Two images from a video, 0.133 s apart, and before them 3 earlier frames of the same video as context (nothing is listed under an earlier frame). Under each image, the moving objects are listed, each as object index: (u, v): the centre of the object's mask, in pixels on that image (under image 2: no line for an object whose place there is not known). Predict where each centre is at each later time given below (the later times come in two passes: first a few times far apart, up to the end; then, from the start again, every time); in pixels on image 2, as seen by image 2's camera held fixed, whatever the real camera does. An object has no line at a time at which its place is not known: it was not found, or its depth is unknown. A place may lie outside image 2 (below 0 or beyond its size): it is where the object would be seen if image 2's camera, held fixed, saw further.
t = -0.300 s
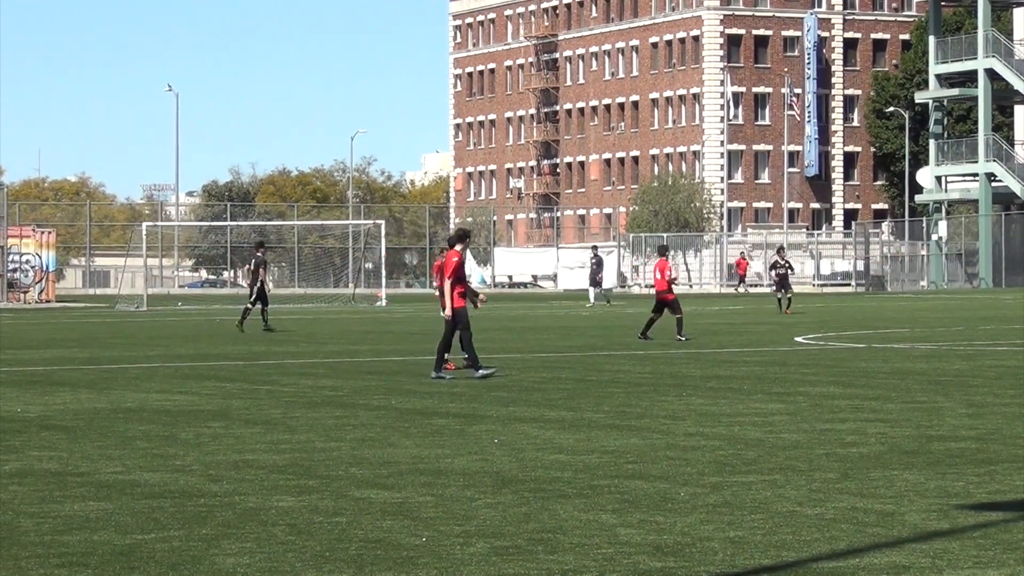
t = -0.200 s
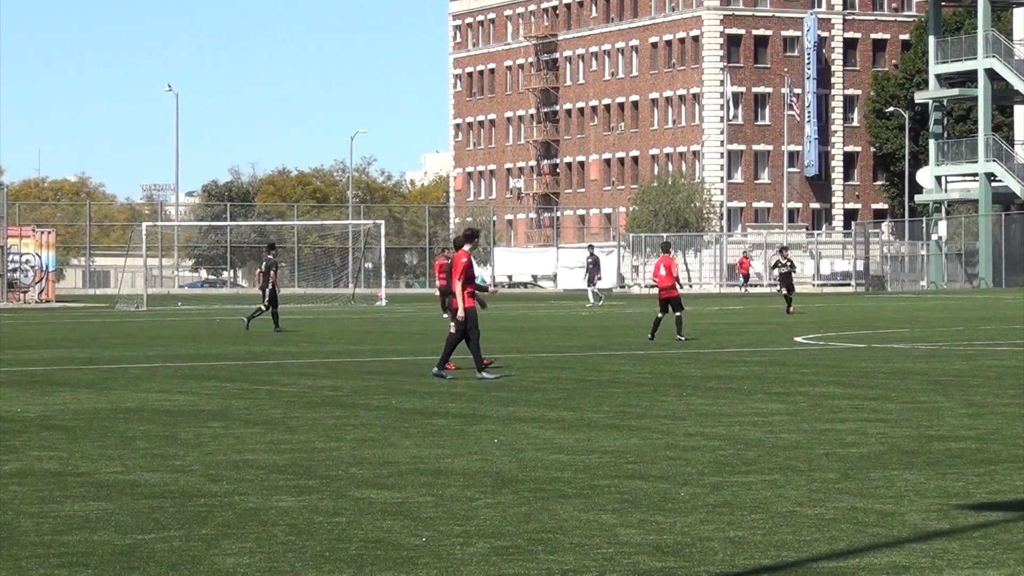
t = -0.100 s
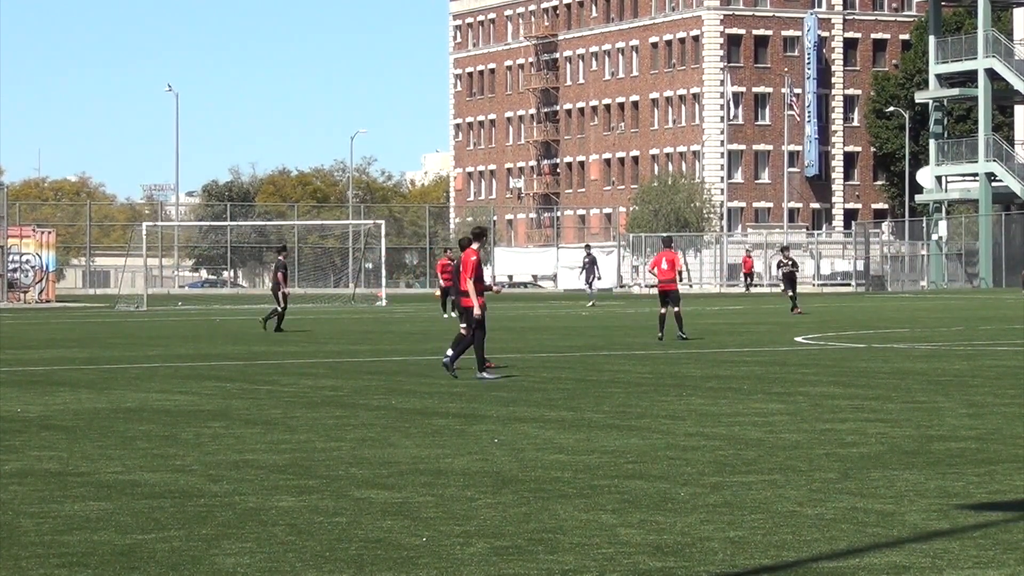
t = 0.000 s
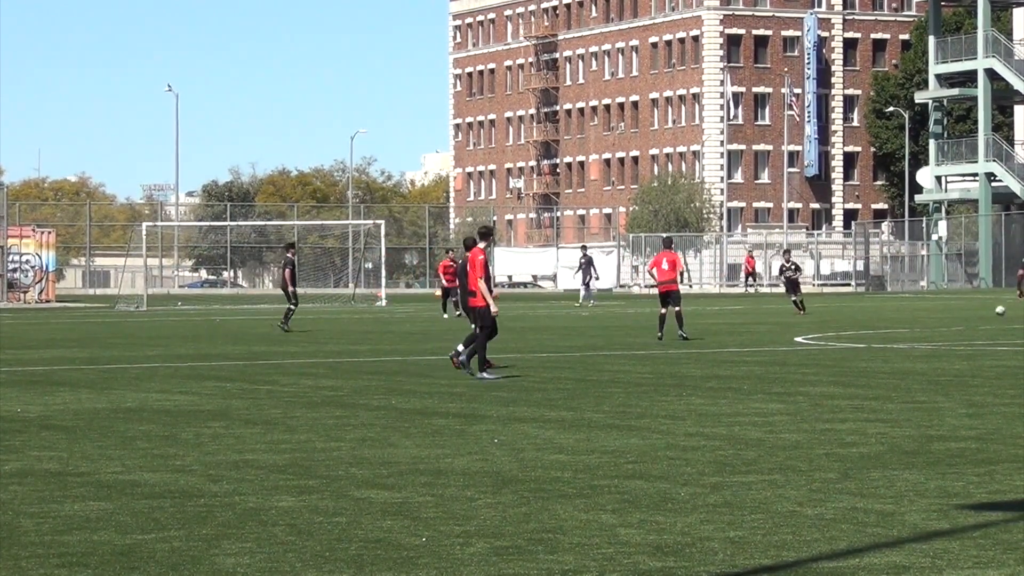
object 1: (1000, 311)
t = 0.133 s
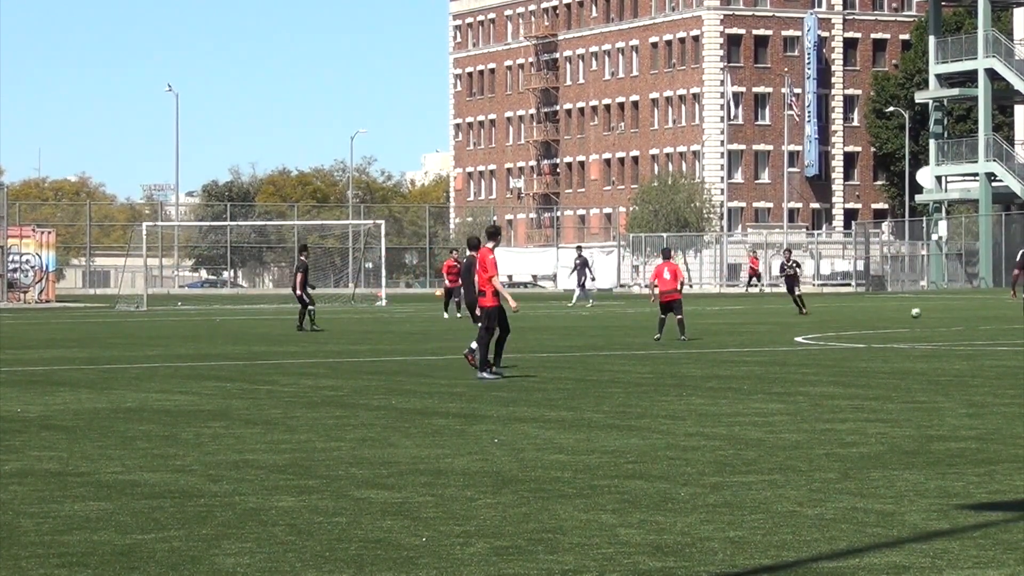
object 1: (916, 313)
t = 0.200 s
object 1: (877, 313)
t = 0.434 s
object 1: (750, 316)
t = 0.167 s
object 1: (897, 313)
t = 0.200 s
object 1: (877, 313)
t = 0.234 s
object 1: (857, 313)
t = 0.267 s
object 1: (838, 315)
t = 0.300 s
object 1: (820, 316)
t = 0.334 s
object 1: (801, 316)
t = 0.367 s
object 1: (784, 317)
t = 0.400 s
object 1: (767, 316)
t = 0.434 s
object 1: (750, 316)
